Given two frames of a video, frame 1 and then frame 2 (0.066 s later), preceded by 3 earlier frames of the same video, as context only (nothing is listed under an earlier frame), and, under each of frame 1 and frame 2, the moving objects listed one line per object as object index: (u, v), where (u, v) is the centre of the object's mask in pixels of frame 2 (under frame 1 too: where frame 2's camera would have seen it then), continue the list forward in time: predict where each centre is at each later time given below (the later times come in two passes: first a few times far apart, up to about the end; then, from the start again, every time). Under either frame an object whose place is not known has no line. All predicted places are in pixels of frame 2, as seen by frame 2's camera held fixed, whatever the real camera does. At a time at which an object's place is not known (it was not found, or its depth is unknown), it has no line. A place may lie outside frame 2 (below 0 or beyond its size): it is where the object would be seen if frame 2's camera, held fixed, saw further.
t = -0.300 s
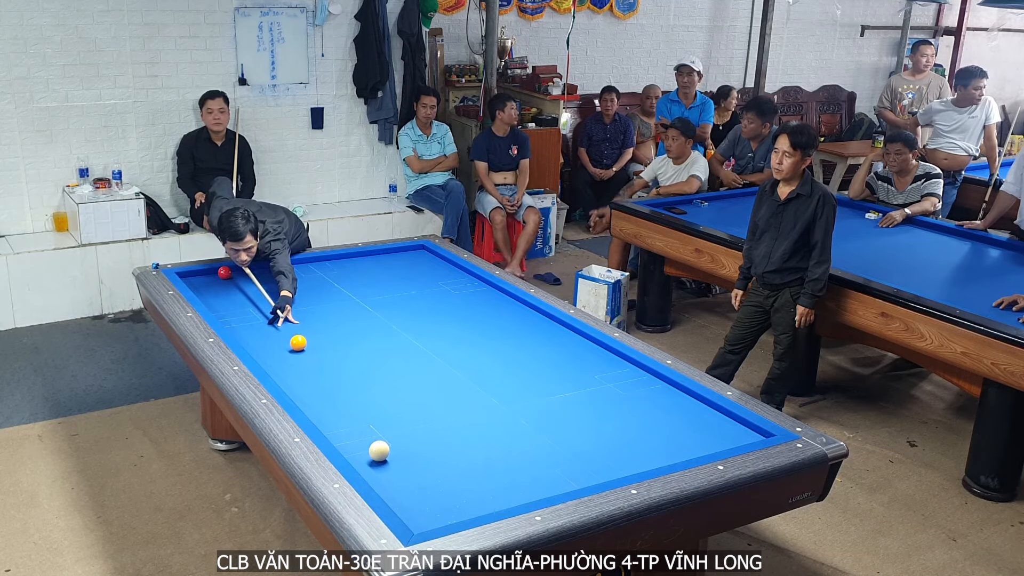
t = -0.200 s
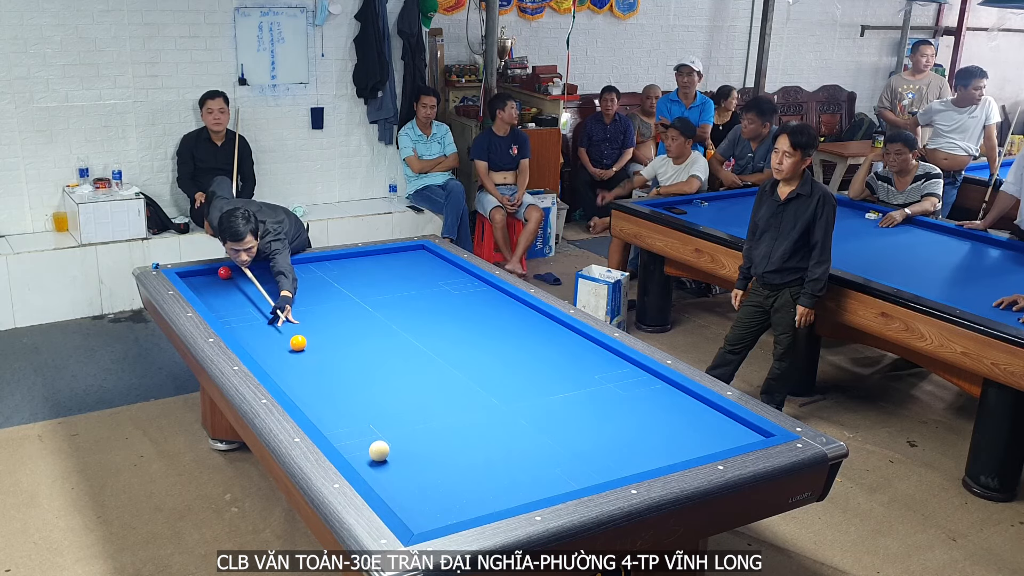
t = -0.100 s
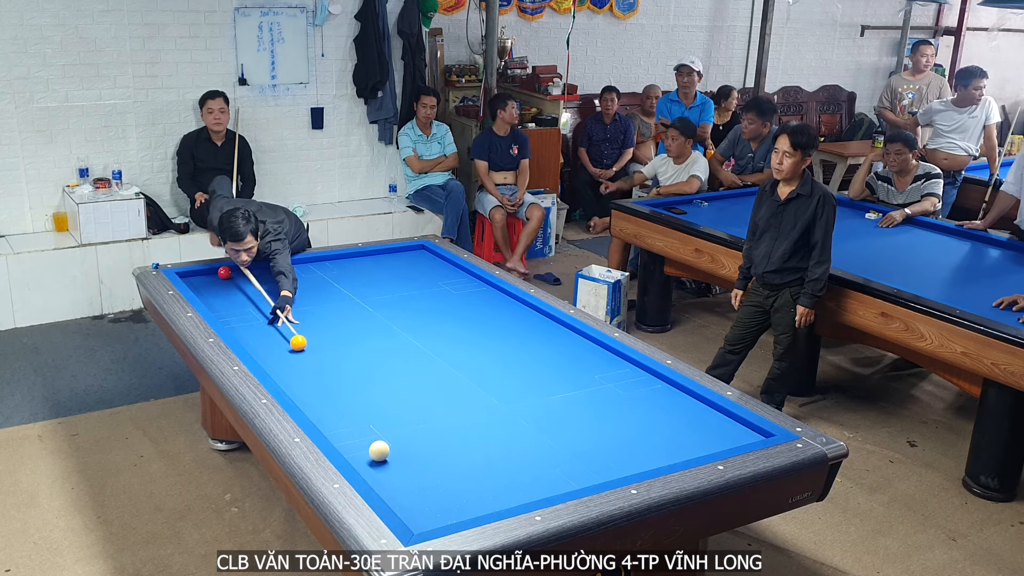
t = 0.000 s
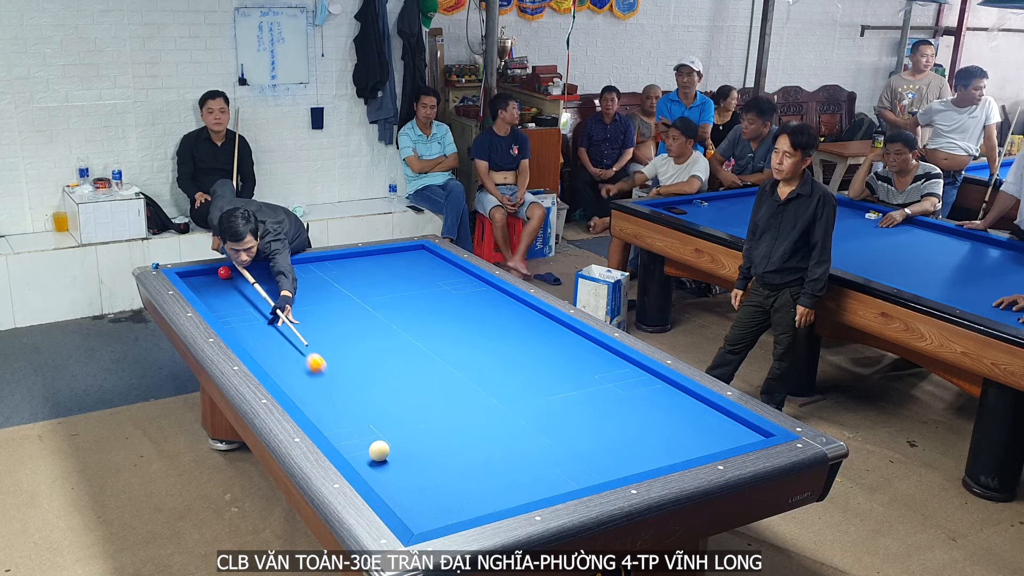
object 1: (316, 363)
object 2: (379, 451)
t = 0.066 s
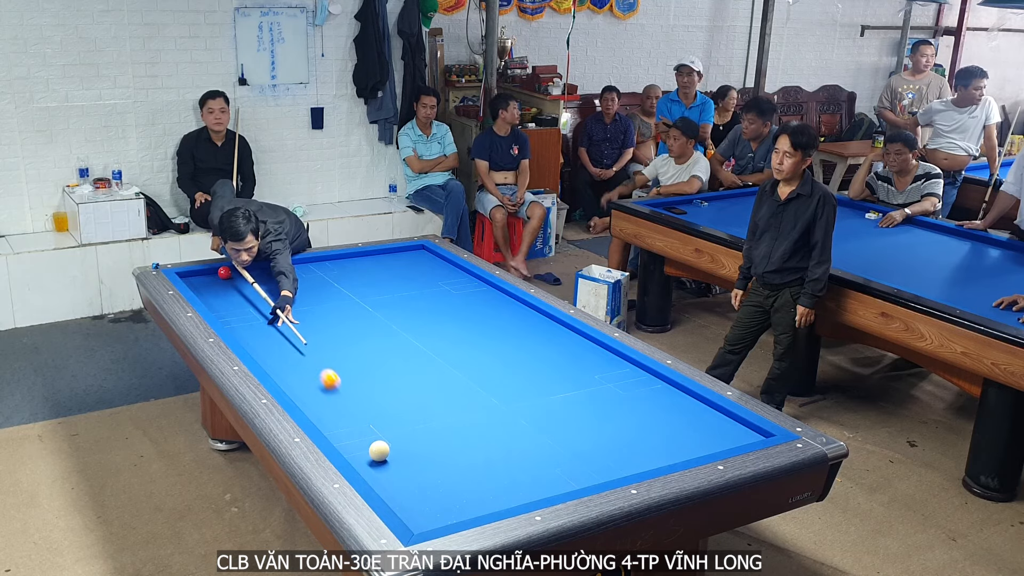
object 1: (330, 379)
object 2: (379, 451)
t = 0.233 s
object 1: (370, 426)
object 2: (379, 451)
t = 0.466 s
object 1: (457, 451)
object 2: (414, 484)
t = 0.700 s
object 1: (552, 476)
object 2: (500, 500)
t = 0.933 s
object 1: (586, 454)
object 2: (529, 474)
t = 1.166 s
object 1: (600, 423)
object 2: (554, 449)
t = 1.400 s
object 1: (613, 397)
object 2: (575, 426)
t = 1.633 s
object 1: (624, 374)
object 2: (594, 406)
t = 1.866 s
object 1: (608, 358)
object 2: (612, 388)
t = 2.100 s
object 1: (566, 350)
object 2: (628, 372)
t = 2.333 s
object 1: (527, 341)
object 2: (614, 362)
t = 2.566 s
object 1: (489, 333)
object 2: (580, 356)
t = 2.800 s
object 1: (454, 326)
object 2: (548, 350)
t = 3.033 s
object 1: (421, 319)
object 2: (517, 345)
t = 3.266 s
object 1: (389, 312)
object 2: (488, 340)
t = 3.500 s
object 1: (358, 305)
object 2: (460, 335)
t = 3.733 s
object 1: (329, 299)
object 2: (433, 330)
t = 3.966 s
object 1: (301, 293)
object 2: (407, 326)
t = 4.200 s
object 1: (274, 287)
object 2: (382, 322)
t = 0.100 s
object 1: (337, 388)
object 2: (379, 451)
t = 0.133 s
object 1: (345, 396)
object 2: (379, 451)
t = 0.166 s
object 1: (353, 406)
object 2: (379, 451)
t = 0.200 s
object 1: (361, 415)
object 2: (379, 451)
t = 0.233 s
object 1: (370, 426)
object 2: (379, 451)
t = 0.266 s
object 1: (378, 433)
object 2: (379, 451)
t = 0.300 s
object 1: (391, 440)
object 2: (377, 456)
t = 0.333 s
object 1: (404, 443)
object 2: (372, 466)
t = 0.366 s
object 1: (417, 445)
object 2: (373, 473)
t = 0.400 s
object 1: (431, 447)
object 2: (386, 478)
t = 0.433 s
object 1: (444, 449)
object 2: (401, 481)
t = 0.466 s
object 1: (457, 451)
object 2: (414, 484)
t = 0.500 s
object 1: (470, 454)
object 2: (428, 486)
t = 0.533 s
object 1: (483, 457)
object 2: (441, 489)
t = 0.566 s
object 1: (497, 460)
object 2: (454, 492)
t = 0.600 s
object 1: (510, 464)
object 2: (466, 495)
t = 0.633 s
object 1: (524, 468)
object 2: (477, 497)
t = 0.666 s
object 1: (538, 472)
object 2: (489, 500)
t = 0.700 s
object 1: (552, 476)
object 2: (500, 500)
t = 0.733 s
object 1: (566, 480)
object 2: (509, 499)
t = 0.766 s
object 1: (579, 480)
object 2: (512, 495)
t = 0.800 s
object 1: (582, 477)
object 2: (515, 491)
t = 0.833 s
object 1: (583, 471)
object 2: (518, 486)
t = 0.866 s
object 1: (584, 465)
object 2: (522, 482)
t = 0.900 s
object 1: (585, 460)
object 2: (525, 478)
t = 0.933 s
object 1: (586, 454)
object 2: (529, 474)
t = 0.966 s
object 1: (588, 449)
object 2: (533, 470)
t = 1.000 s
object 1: (590, 444)
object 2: (537, 466)
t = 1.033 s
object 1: (592, 440)
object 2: (540, 463)
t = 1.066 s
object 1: (594, 436)
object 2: (544, 459)
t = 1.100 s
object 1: (597, 432)
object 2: (547, 456)
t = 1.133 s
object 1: (598, 427)
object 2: (550, 452)
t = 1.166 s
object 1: (600, 423)
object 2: (554, 449)
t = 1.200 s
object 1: (602, 419)
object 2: (557, 445)
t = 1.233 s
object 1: (604, 415)
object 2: (560, 442)
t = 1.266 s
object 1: (606, 411)
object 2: (563, 439)
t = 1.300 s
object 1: (608, 408)
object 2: (566, 436)
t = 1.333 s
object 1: (610, 404)
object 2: (569, 432)
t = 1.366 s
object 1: (611, 401)
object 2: (572, 429)
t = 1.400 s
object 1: (613, 397)
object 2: (575, 426)
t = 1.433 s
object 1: (615, 393)
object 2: (578, 423)
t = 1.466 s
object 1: (616, 390)
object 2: (581, 420)
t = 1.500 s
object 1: (618, 387)
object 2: (584, 417)
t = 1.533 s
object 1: (619, 384)
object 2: (587, 414)
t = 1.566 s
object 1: (621, 380)
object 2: (589, 412)
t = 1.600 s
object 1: (623, 377)
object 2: (592, 409)
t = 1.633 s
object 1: (624, 374)
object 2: (594, 406)
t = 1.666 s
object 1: (625, 371)
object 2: (597, 403)
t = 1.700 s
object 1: (627, 368)
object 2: (600, 401)
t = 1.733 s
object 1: (628, 365)
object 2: (602, 398)
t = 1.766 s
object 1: (629, 362)
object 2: (605, 396)
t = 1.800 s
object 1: (622, 361)
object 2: (607, 393)
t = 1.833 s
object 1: (615, 359)
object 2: (609, 390)
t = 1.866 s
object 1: (608, 358)
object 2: (612, 388)
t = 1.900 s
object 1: (602, 357)
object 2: (614, 386)
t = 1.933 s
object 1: (595, 356)
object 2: (617, 383)
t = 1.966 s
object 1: (589, 354)
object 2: (619, 381)
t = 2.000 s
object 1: (584, 353)
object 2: (621, 378)
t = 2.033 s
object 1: (578, 352)
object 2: (623, 376)
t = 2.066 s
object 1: (572, 351)
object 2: (625, 374)
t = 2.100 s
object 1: (566, 350)
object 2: (628, 372)
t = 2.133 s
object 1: (560, 348)
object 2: (630, 369)
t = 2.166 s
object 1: (555, 347)
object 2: (632, 367)
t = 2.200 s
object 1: (549, 346)
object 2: (634, 365)
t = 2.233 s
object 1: (543, 345)
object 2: (631, 364)
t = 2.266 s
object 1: (538, 343)
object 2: (624, 363)
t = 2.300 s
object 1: (532, 342)
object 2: (619, 362)
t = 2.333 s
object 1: (527, 341)
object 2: (614, 362)
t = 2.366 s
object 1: (521, 340)
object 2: (609, 361)
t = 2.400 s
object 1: (516, 339)
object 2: (604, 360)
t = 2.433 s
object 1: (510, 338)
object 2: (599, 359)
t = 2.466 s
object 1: (505, 337)
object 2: (594, 358)
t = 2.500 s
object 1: (500, 336)
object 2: (590, 357)
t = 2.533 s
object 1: (495, 334)
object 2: (585, 357)
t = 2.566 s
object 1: (489, 333)
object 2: (580, 356)
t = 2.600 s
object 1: (484, 332)
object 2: (575, 355)
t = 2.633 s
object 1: (479, 331)
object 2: (571, 354)
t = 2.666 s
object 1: (474, 330)
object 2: (566, 353)
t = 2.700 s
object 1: (469, 329)
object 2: (561, 353)
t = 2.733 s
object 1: (464, 328)
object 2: (557, 352)
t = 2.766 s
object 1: (459, 327)
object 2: (552, 351)
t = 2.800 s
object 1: (454, 326)
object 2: (548, 350)
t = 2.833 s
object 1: (449, 325)
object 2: (544, 350)
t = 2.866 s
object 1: (444, 324)
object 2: (539, 349)
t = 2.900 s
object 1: (440, 322)
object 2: (535, 348)
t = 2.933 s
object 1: (435, 322)
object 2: (530, 347)
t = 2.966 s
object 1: (430, 321)
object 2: (526, 346)
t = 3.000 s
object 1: (425, 320)
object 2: (521, 346)
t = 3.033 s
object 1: (421, 319)
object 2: (517, 345)
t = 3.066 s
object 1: (416, 318)
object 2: (513, 344)
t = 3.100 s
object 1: (412, 317)
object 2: (509, 344)
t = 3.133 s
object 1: (407, 316)
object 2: (505, 343)
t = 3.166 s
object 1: (402, 315)
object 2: (500, 342)
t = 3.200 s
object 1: (398, 314)
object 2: (496, 341)
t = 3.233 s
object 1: (393, 313)
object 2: (492, 341)
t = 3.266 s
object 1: (389, 312)
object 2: (488, 340)
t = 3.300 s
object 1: (384, 311)
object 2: (484, 339)
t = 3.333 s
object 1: (380, 310)
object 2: (480, 338)
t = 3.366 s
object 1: (376, 309)
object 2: (475, 338)
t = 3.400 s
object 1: (371, 308)
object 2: (472, 337)
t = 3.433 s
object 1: (367, 307)
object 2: (468, 336)
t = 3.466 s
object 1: (363, 306)
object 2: (464, 336)
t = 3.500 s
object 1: (358, 305)
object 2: (460, 335)
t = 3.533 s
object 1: (354, 304)
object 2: (456, 334)
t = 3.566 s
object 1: (350, 303)
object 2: (452, 334)
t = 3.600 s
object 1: (346, 302)
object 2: (448, 333)
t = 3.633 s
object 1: (341, 302)
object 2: (444, 332)
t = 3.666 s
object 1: (337, 301)
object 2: (440, 332)
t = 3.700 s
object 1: (333, 300)
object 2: (437, 331)
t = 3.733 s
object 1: (329, 299)
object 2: (433, 330)
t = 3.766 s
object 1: (325, 298)
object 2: (429, 330)
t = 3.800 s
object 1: (321, 297)
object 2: (425, 329)
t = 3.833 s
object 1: (317, 296)
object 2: (421, 328)
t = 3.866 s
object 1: (313, 296)
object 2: (418, 328)
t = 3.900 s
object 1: (309, 295)
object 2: (414, 327)
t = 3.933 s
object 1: (305, 294)
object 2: (410, 326)
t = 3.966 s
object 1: (301, 293)
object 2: (407, 326)
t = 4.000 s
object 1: (297, 292)
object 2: (403, 325)
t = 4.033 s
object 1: (293, 291)
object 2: (399, 325)
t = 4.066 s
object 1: (289, 290)
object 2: (396, 324)
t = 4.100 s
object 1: (285, 290)
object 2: (392, 323)
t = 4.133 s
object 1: (282, 289)
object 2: (389, 323)
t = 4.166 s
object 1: (278, 288)
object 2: (385, 322)
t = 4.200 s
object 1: (274, 287)
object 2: (382, 322)
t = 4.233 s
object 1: (271, 287)
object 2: (378, 321)
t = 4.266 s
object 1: (267, 286)
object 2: (375, 320)
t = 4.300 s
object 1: (263, 285)
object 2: (372, 320)
